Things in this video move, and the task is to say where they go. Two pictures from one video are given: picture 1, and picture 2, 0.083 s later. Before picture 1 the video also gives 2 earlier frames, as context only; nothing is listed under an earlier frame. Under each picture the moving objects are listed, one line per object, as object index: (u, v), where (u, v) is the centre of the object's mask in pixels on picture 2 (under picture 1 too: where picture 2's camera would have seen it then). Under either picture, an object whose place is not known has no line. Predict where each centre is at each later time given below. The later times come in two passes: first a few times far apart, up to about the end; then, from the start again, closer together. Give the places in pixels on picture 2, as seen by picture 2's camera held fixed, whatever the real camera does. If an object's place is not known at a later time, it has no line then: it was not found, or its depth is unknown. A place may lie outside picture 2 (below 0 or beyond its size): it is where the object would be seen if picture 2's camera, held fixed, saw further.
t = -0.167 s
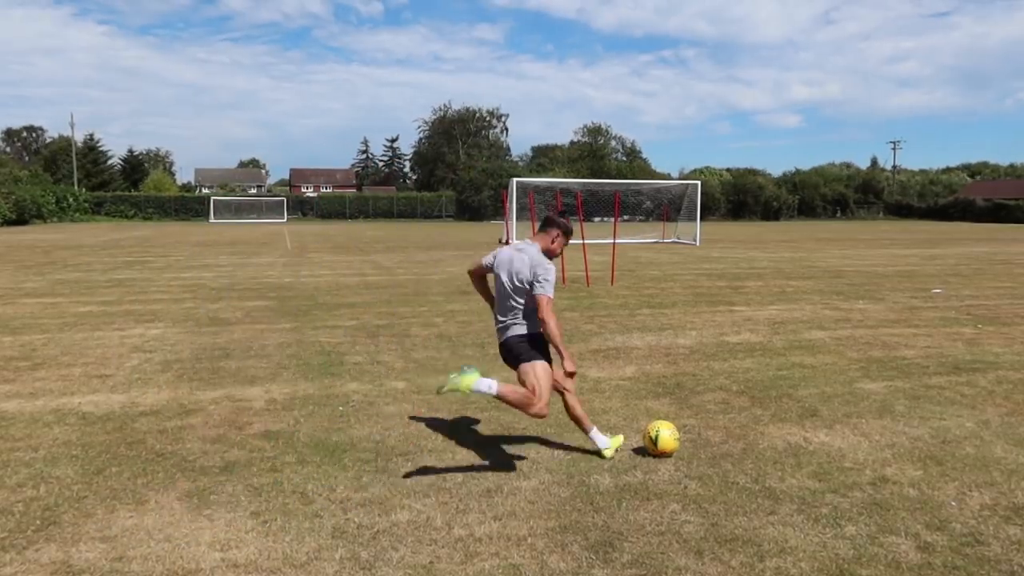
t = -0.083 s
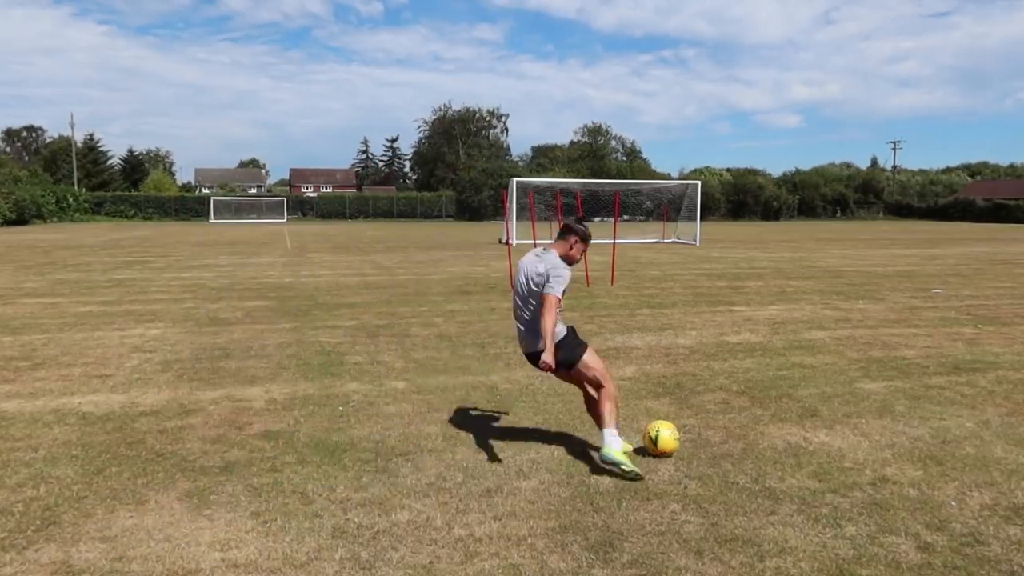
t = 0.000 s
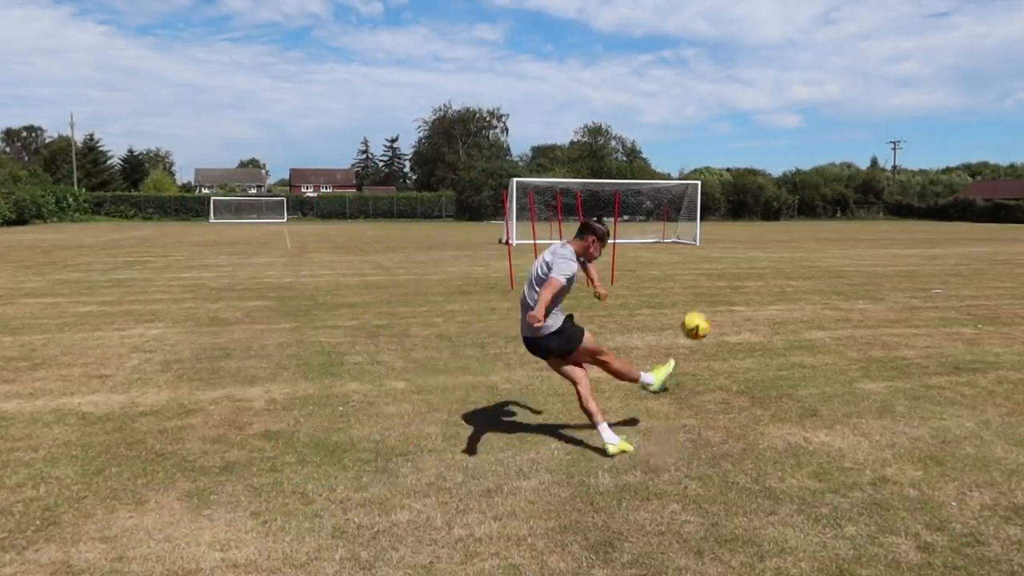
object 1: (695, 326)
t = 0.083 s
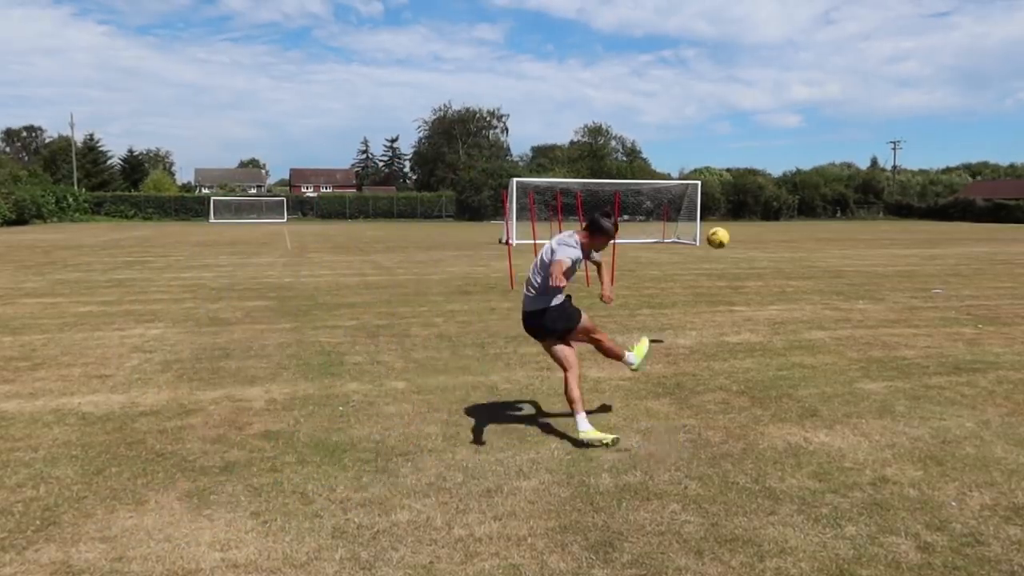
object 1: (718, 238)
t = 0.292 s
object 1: (728, 150)
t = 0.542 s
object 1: (715, 130)
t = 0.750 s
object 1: (700, 138)
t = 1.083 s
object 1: (673, 169)
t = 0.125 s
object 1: (723, 210)
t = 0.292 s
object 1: (728, 150)
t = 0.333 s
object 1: (727, 143)
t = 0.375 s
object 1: (725, 137)
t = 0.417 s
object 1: (723, 133)
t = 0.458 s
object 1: (721, 131)
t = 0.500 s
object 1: (718, 130)
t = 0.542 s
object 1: (715, 130)
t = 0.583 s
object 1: (713, 130)
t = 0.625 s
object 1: (710, 132)
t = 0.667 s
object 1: (707, 133)
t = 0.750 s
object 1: (700, 138)
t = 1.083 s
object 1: (673, 169)
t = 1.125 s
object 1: (669, 173)
